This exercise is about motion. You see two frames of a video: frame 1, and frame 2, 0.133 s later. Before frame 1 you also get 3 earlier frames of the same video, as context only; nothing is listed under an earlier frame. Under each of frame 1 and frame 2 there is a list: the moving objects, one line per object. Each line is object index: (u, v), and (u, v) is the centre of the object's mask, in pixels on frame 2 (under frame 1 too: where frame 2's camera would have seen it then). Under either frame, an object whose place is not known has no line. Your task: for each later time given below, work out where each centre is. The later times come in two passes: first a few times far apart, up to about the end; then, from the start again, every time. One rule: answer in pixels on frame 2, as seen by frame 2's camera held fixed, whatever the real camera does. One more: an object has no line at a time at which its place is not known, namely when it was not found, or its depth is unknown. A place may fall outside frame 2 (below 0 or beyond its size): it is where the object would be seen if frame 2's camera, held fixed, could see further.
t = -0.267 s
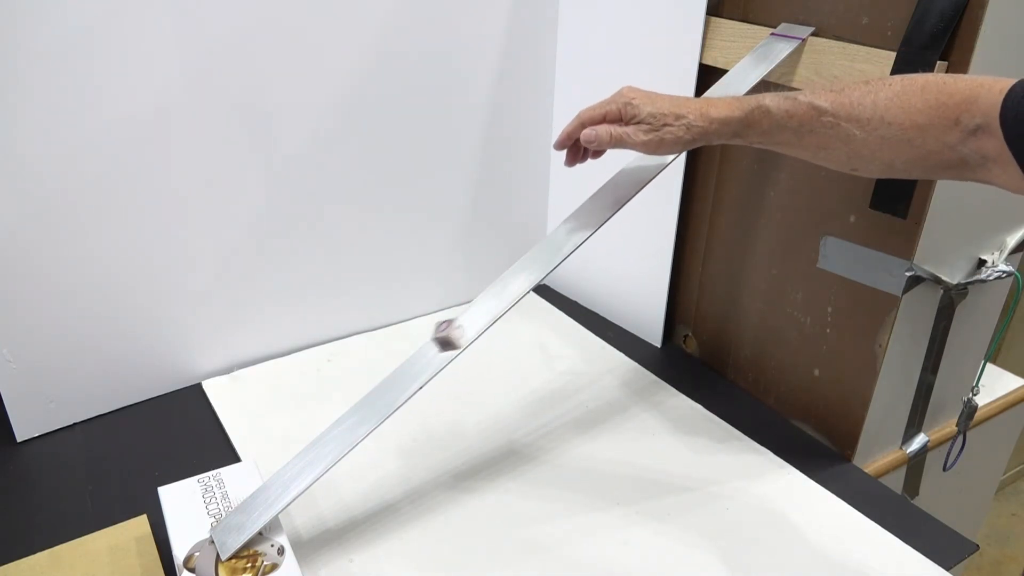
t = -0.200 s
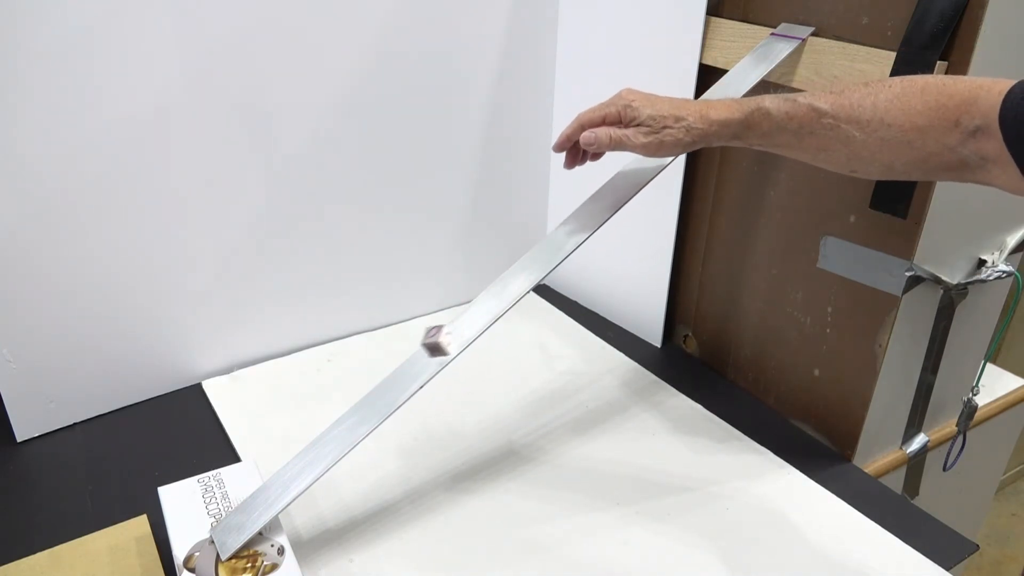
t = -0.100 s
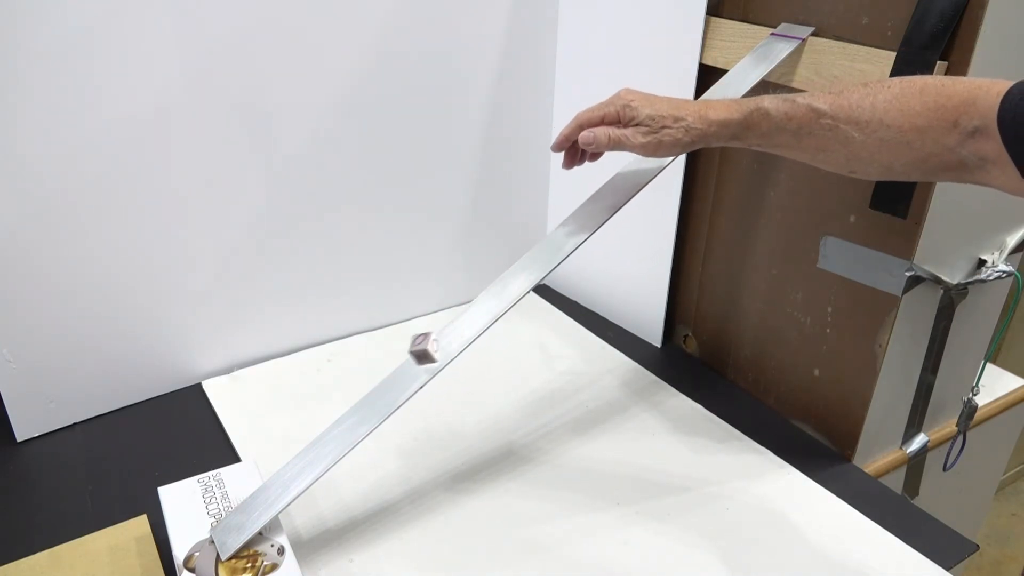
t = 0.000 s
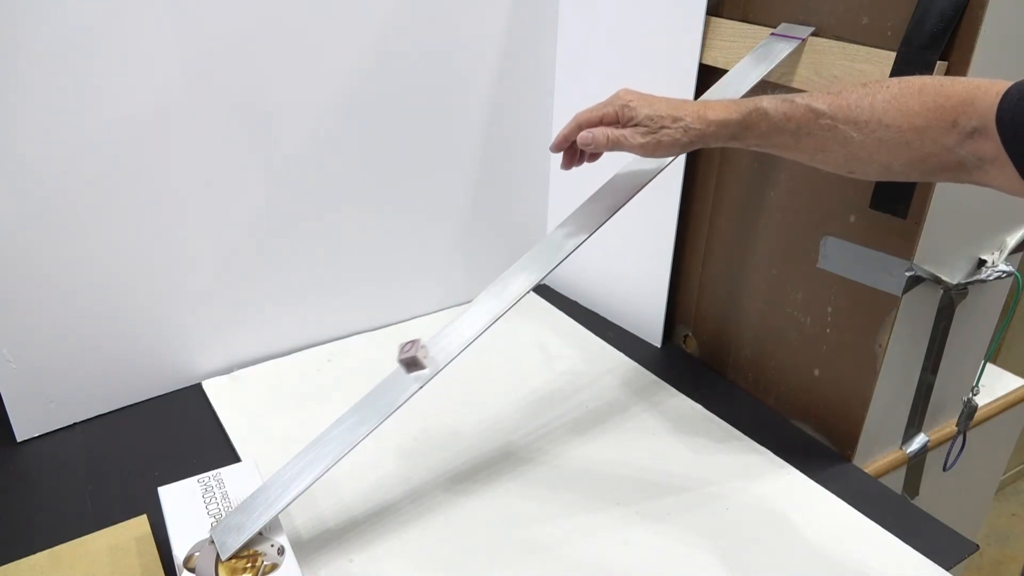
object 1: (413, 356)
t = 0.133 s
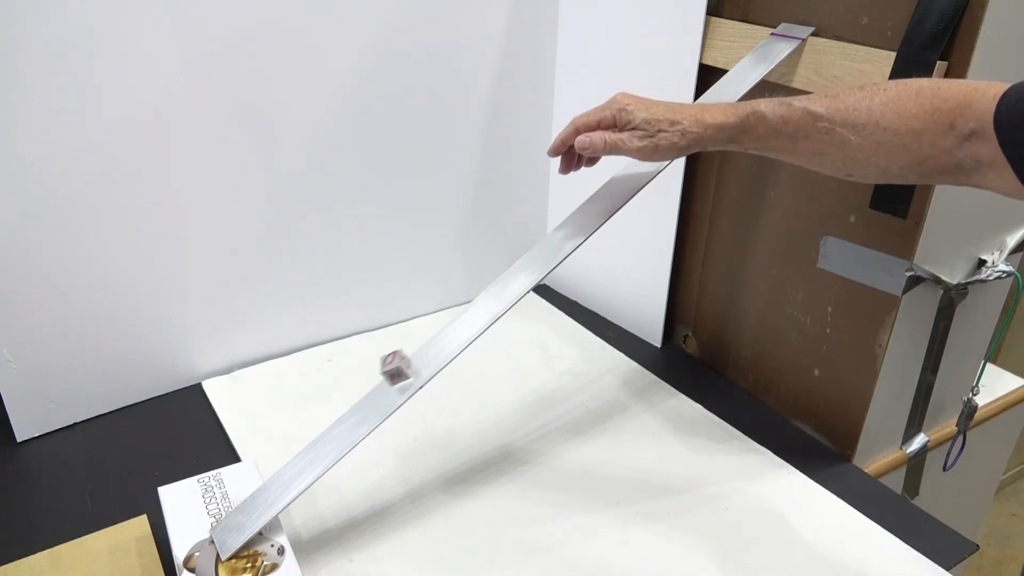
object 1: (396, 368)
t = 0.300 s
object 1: (367, 390)
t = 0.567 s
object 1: (330, 428)
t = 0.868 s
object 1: (311, 448)
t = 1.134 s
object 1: (283, 479)
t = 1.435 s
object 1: (218, 529)
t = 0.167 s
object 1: (391, 371)
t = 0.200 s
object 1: (386, 374)
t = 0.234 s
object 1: (380, 378)
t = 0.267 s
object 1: (373, 383)
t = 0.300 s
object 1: (367, 390)
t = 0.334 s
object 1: (359, 397)
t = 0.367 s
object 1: (353, 403)
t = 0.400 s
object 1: (346, 409)
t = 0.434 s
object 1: (341, 414)
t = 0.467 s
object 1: (338, 418)
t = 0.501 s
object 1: (335, 422)
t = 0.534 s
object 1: (332, 425)
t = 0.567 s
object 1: (330, 428)
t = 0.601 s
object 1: (328, 430)
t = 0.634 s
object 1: (326, 432)
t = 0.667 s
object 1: (324, 434)
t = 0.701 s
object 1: (322, 437)
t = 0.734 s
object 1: (320, 438)
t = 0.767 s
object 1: (318, 441)
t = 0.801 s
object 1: (316, 443)
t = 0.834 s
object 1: (313, 446)
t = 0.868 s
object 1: (311, 448)
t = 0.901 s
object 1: (309, 451)
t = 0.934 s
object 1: (306, 455)
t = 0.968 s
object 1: (303, 458)
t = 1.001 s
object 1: (300, 462)
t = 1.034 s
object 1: (296, 465)
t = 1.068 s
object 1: (293, 469)
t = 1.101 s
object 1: (288, 474)
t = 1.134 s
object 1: (283, 479)
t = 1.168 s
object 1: (277, 484)
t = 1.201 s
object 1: (271, 488)
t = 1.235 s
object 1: (265, 493)
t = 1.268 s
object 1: (259, 499)
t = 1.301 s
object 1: (252, 505)
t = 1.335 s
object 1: (245, 510)
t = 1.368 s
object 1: (236, 517)
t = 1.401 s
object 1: (227, 524)
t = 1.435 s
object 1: (218, 529)
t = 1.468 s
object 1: (211, 533)
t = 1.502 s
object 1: (208, 534)
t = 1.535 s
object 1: (207, 534)
